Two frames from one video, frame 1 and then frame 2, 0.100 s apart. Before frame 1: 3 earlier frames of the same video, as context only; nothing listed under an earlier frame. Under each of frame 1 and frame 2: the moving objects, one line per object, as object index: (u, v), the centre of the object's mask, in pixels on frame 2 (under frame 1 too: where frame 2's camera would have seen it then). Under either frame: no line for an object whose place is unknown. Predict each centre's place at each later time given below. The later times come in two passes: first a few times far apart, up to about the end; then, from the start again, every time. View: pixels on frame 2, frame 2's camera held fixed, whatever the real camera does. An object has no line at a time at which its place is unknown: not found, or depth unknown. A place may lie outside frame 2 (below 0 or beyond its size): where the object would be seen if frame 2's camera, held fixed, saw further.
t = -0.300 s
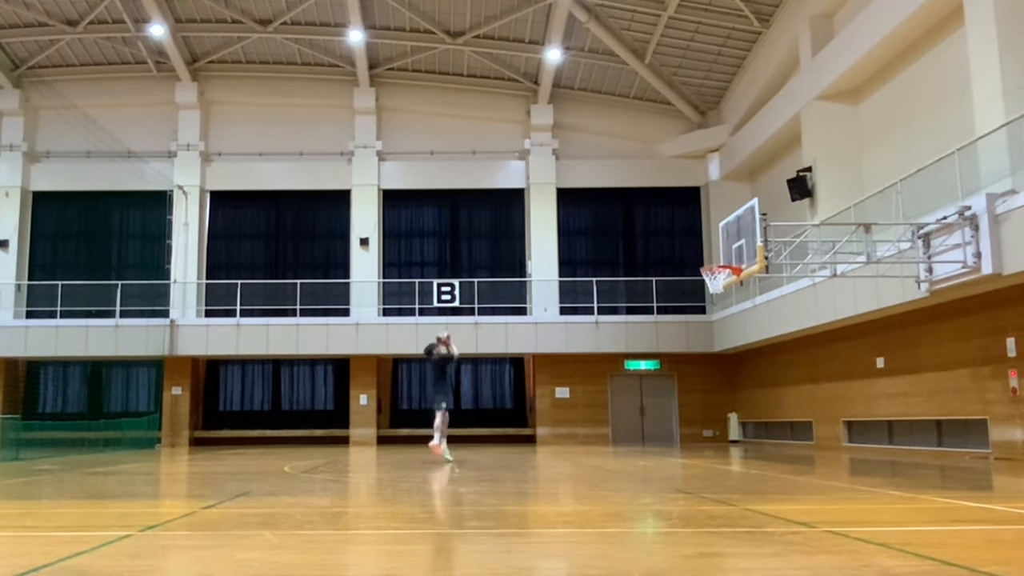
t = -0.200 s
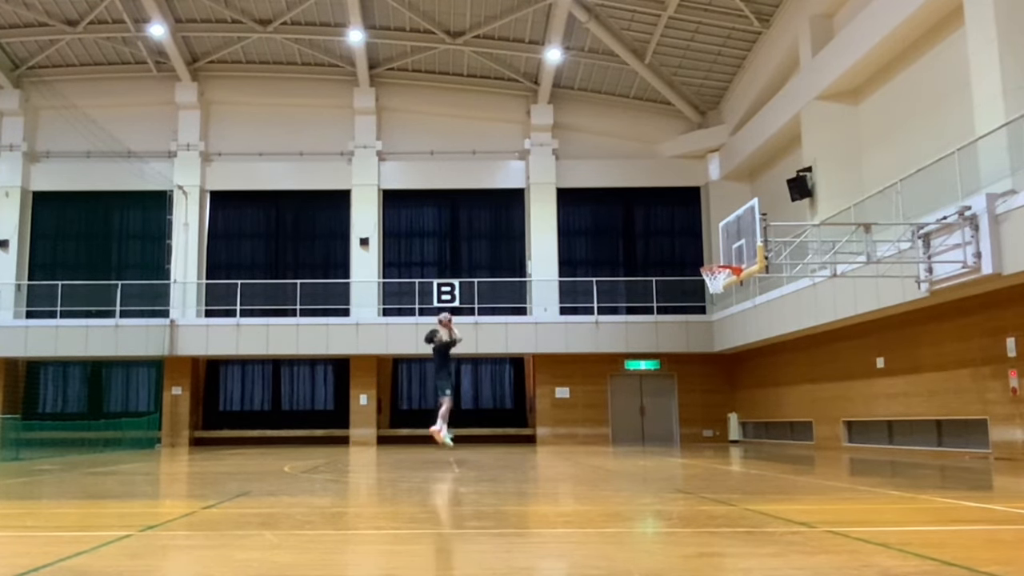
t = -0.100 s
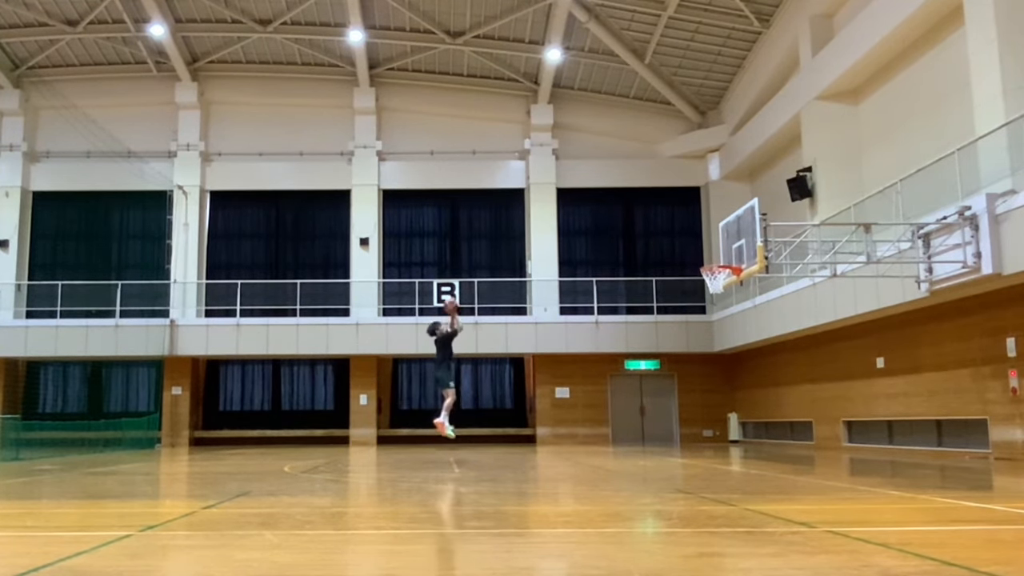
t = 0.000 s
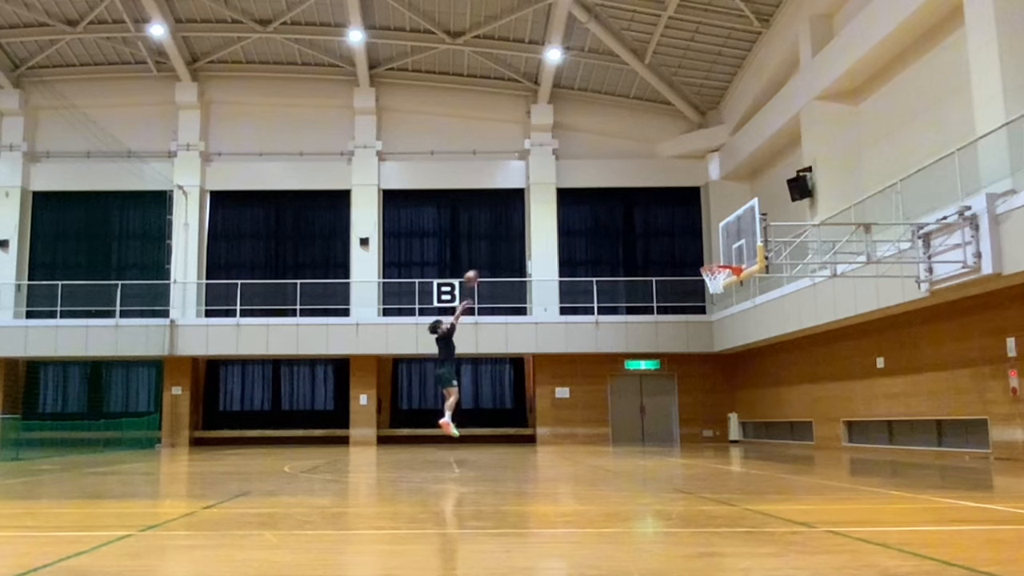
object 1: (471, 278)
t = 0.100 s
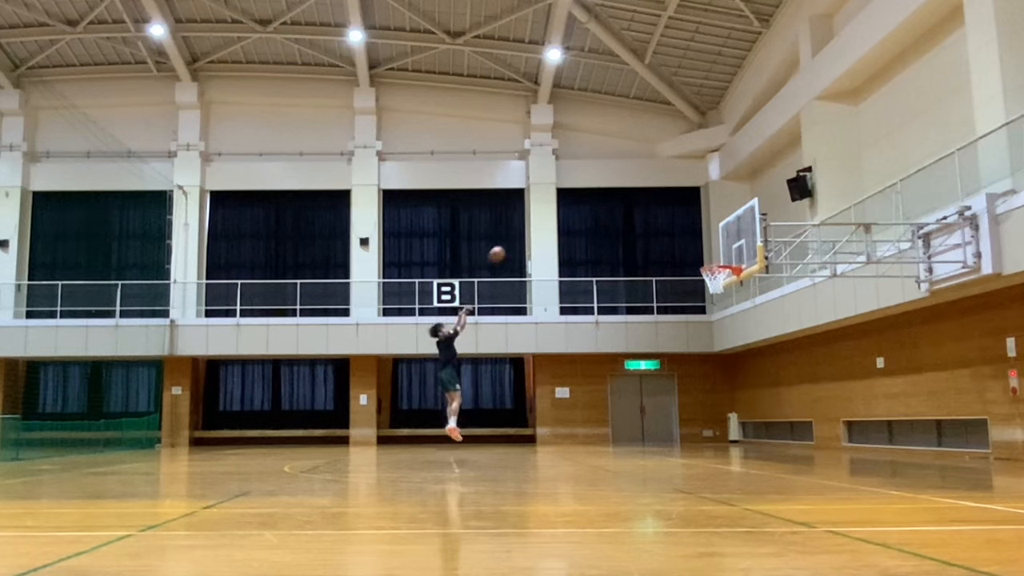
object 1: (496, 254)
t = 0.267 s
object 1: (540, 226)
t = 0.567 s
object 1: (619, 214)
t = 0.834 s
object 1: (692, 247)
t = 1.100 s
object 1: (708, 281)
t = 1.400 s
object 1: (694, 308)
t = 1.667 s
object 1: (686, 375)
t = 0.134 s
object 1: (505, 247)
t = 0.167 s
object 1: (514, 241)
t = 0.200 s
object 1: (522, 235)
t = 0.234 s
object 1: (531, 231)
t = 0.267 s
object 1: (540, 226)
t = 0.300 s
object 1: (549, 223)
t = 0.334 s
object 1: (557, 219)
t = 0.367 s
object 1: (566, 216)
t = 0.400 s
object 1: (575, 214)
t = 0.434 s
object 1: (583, 213)
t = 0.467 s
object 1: (592, 213)
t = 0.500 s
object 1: (601, 213)
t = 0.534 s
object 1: (610, 213)
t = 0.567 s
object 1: (619, 214)
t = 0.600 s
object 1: (628, 216)
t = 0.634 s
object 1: (637, 219)
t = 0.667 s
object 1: (646, 222)
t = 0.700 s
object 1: (655, 226)
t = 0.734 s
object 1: (664, 230)
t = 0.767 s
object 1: (673, 235)
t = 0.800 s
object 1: (682, 241)
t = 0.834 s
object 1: (692, 247)
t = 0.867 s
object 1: (700, 254)
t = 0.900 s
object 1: (710, 260)
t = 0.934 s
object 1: (715, 263)
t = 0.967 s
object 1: (716, 267)
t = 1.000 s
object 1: (722, 273)
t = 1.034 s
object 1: (717, 276)
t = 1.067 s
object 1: (711, 278)
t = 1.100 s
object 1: (708, 281)
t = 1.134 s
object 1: (706, 279)
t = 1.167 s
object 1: (704, 286)
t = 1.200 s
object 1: (702, 286)
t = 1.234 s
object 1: (701, 287)
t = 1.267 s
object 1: (699, 290)
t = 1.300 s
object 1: (698, 294)
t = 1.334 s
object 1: (697, 298)
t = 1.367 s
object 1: (695, 303)
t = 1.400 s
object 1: (694, 308)
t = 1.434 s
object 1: (693, 314)
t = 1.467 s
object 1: (692, 321)
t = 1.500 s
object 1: (691, 329)
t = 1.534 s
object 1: (690, 336)
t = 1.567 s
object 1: (689, 344)
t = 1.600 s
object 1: (687, 355)
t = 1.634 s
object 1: (686, 365)
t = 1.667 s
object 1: (686, 375)
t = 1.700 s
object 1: (685, 386)
